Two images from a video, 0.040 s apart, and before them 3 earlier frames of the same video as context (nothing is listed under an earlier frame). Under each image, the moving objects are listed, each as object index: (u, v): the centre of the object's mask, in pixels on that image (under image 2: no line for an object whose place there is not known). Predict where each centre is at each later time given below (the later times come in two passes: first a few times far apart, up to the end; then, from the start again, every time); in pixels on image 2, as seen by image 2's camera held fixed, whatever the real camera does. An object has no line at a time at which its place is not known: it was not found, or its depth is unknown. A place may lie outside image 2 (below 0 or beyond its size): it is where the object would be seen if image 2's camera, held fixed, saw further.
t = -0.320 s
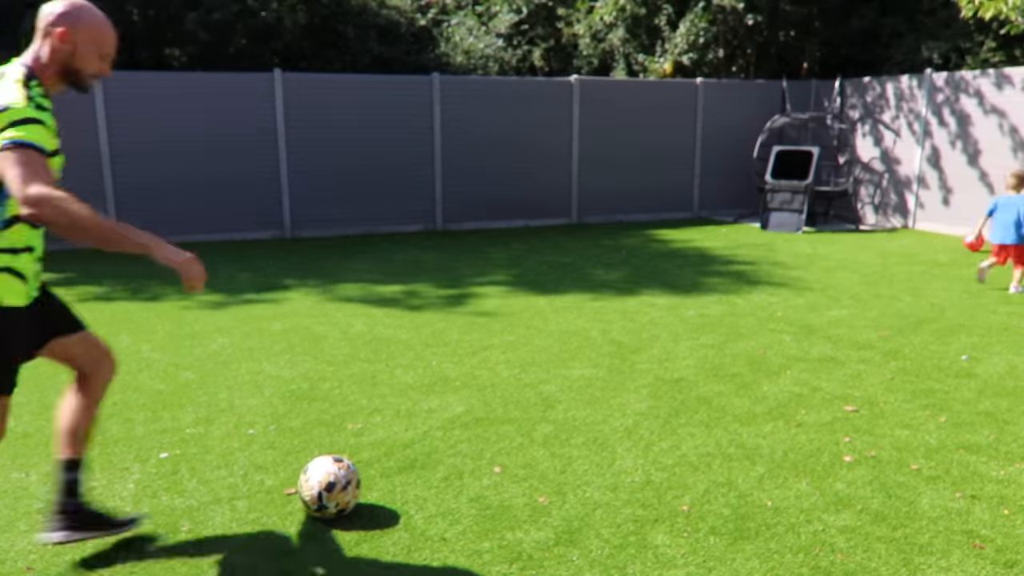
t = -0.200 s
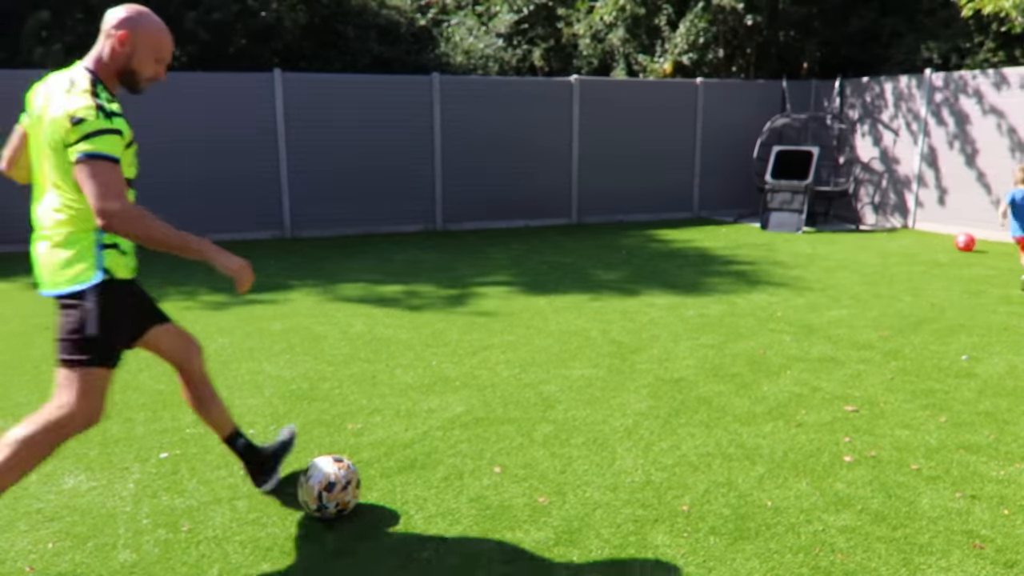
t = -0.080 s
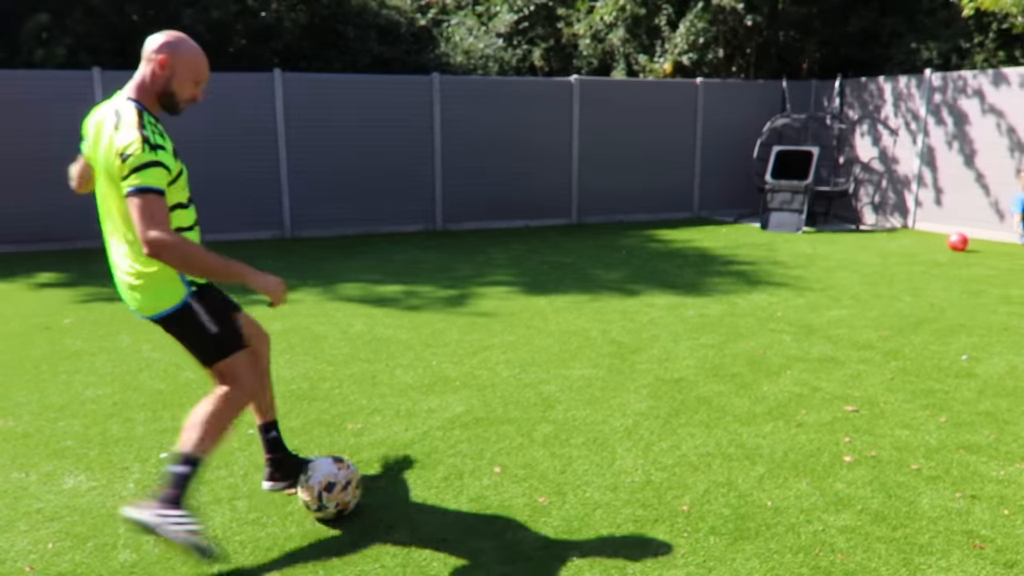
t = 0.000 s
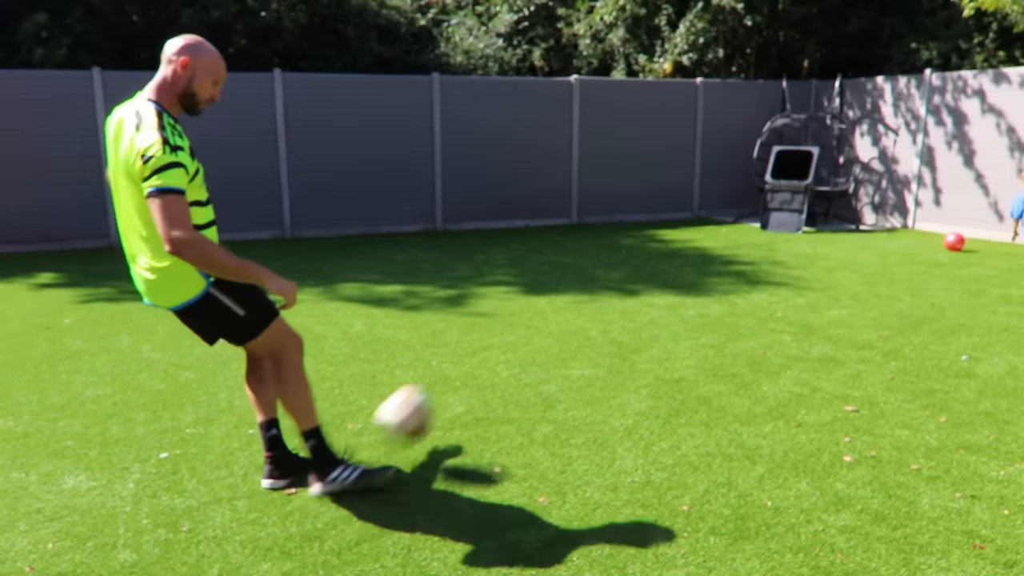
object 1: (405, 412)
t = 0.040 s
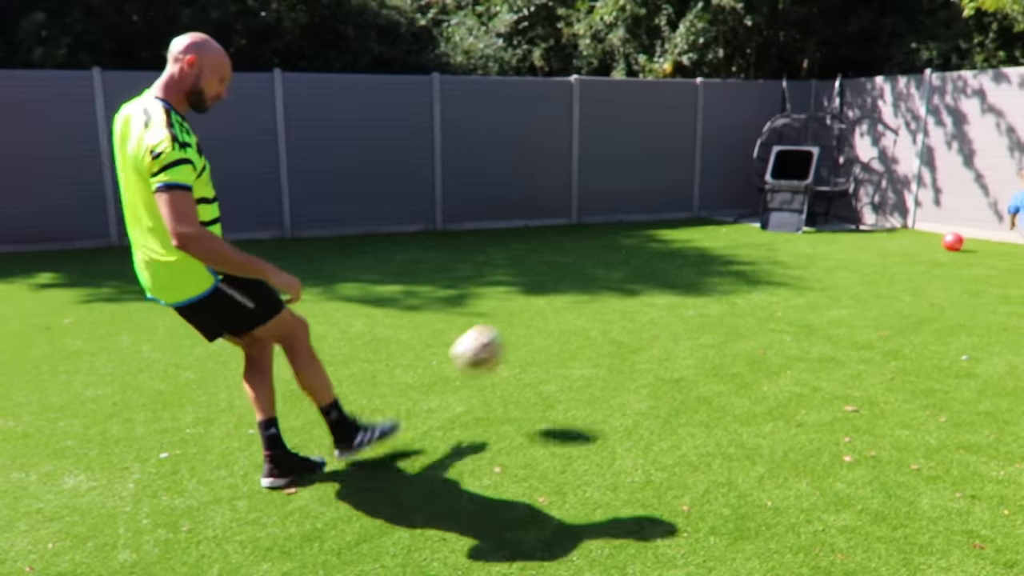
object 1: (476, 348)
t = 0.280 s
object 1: (703, 178)
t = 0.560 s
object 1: (797, 146)
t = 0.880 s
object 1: (908, 73)
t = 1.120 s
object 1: (1008, 17)
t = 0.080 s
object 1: (535, 299)
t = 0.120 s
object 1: (582, 263)
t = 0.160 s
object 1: (621, 234)
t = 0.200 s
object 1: (653, 210)
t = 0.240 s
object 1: (680, 192)
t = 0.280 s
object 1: (703, 178)
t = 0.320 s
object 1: (723, 167)
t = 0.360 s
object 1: (740, 159)
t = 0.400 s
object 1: (754, 153)
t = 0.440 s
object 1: (767, 149)
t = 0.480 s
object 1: (779, 146)
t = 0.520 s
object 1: (789, 146)
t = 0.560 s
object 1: (797, 146)
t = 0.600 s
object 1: (805, 148)
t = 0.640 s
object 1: (811, 150)
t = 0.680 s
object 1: (819, 150)
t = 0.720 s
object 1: (834, 133)
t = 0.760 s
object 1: (851, 116)
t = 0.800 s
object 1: (871, 100)
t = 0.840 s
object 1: (889, 88)
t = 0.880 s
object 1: (908, 73)
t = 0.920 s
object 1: (926, 60)
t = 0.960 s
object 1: (946, 48)
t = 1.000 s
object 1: (967, 37)
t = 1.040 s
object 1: (988, 28)
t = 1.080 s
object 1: (1005, 21)
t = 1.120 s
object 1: (1008, 17)
